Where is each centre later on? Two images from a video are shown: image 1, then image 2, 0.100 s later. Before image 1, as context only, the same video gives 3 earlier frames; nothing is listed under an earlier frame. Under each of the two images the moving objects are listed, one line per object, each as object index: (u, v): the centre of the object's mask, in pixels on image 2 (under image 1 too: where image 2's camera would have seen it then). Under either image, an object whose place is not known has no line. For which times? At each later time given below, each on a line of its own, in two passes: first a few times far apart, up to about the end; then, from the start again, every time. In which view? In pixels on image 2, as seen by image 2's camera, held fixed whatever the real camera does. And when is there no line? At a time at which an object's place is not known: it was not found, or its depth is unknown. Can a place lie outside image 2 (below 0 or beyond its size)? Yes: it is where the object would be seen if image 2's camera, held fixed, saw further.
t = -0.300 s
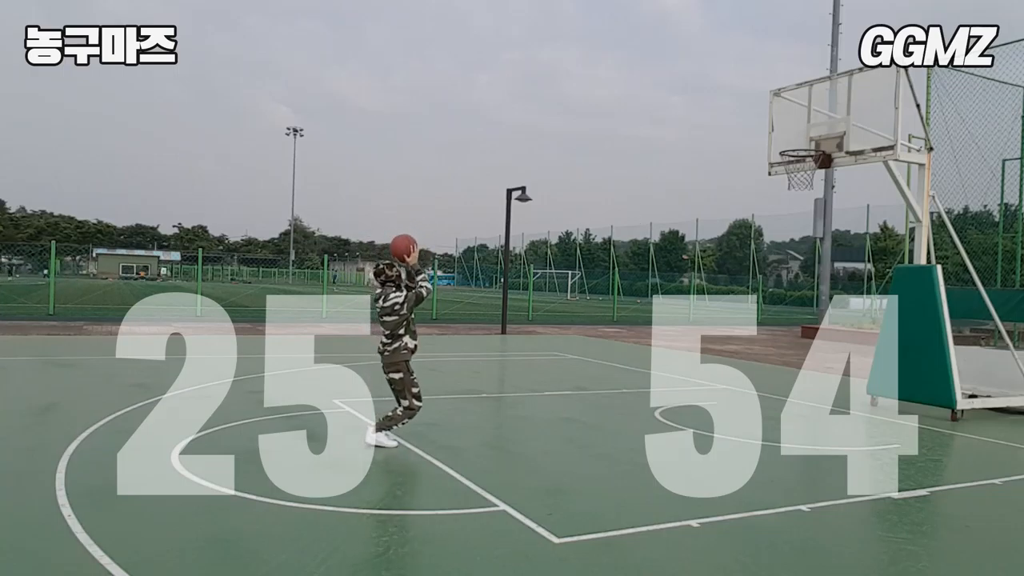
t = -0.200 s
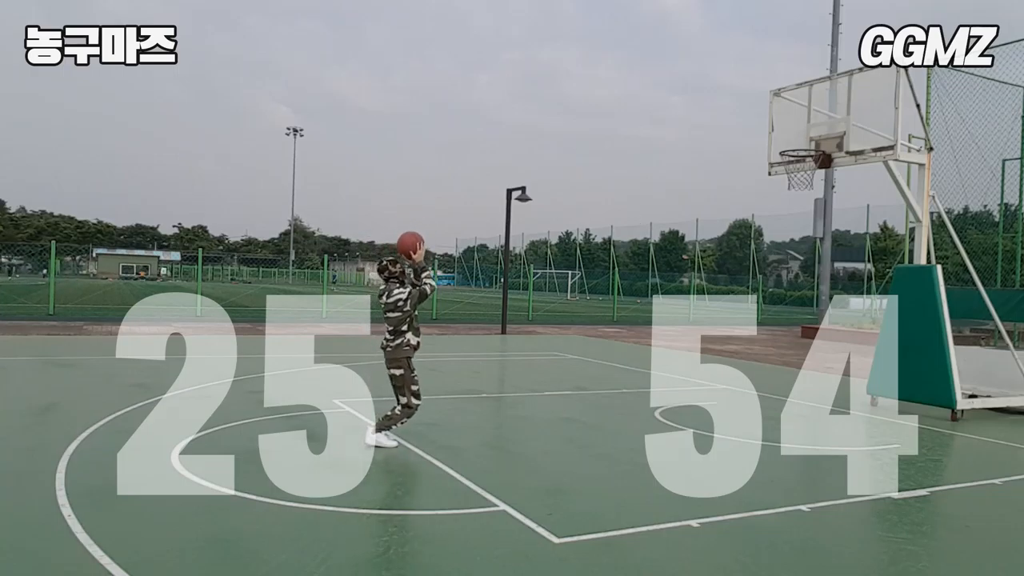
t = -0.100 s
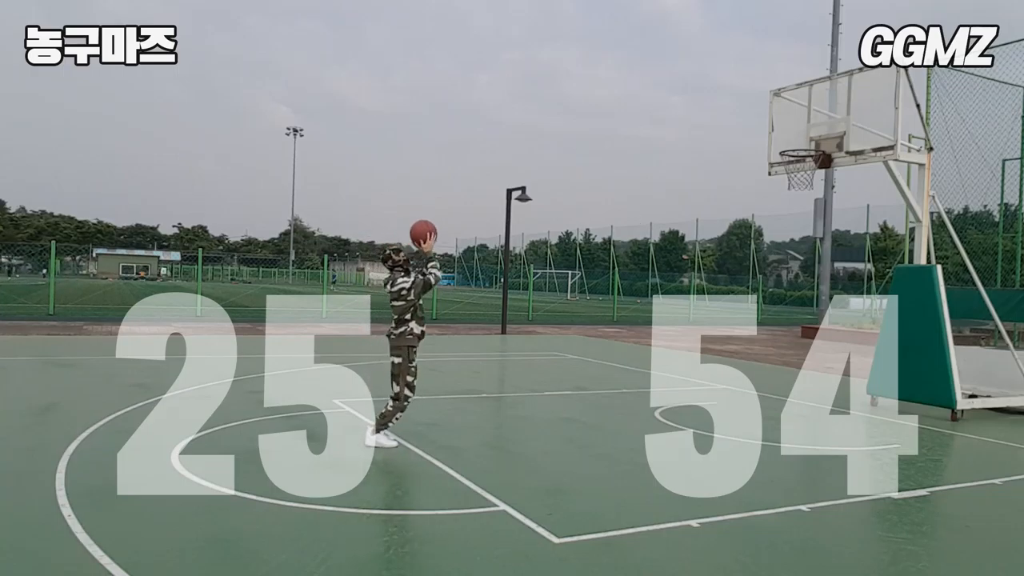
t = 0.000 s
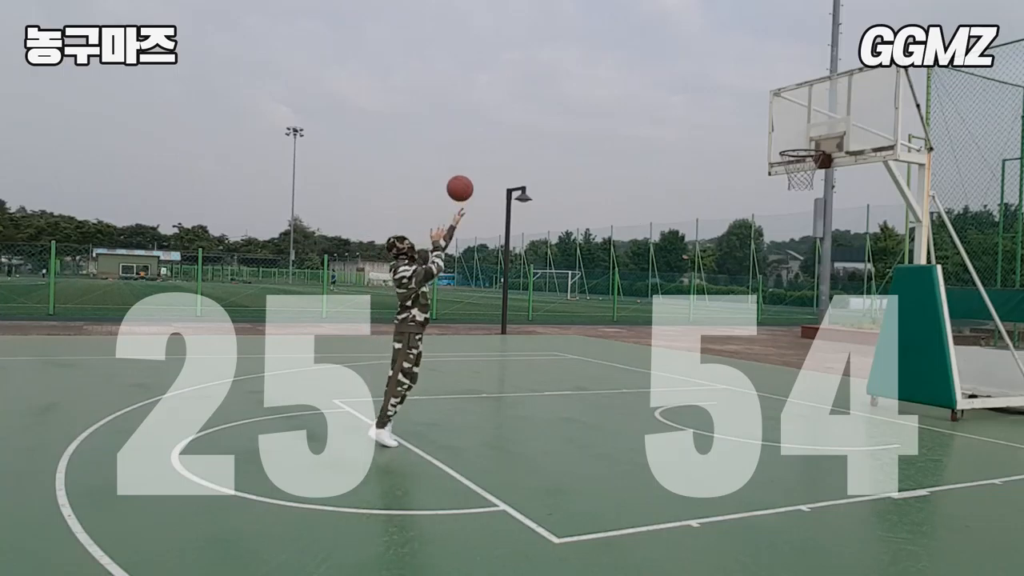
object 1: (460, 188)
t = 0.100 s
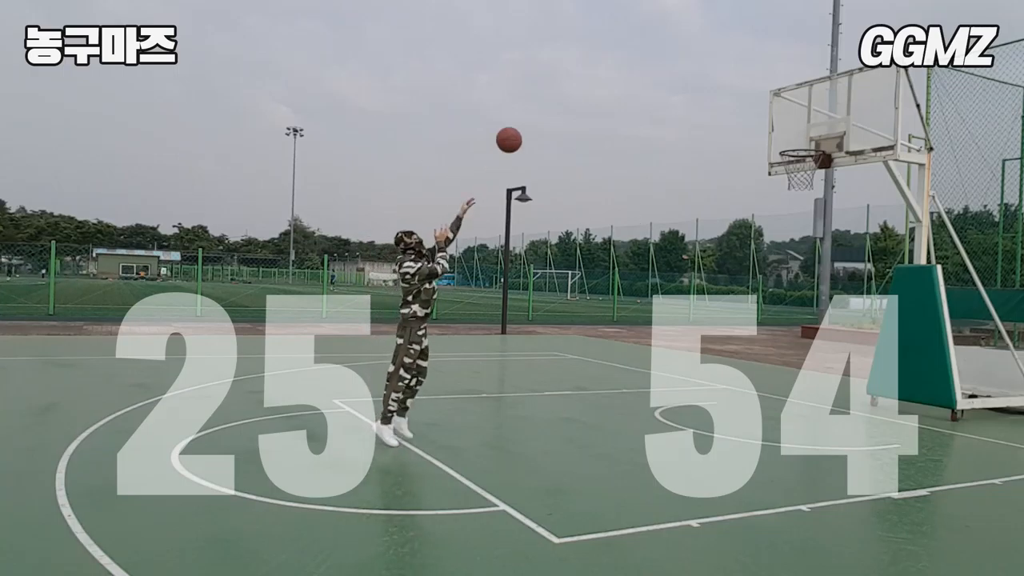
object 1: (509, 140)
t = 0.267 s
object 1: (583, 87)
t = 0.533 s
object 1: (687, 67)
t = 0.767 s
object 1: (766, 105)
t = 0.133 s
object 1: (524, 126)
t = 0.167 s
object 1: (540, 114)
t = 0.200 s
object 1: (555, 104)
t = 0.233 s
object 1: (569, 94)
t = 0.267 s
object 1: (583, 87)
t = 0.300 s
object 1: (597, 80)
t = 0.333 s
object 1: (611, 75)
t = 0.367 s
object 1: (624, 71)
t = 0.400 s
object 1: (637, 68)
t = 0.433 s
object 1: (650, 66)
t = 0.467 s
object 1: (663, 65)
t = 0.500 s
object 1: (675, 66)
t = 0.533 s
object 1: (687, 67)
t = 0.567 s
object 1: (699, 70)
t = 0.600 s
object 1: (711, 73)
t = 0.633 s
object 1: (722, 78)
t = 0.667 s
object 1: (734, 83)
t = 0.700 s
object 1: (745, 89)
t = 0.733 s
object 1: (756, 96)
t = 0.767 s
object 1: (766, 105)
